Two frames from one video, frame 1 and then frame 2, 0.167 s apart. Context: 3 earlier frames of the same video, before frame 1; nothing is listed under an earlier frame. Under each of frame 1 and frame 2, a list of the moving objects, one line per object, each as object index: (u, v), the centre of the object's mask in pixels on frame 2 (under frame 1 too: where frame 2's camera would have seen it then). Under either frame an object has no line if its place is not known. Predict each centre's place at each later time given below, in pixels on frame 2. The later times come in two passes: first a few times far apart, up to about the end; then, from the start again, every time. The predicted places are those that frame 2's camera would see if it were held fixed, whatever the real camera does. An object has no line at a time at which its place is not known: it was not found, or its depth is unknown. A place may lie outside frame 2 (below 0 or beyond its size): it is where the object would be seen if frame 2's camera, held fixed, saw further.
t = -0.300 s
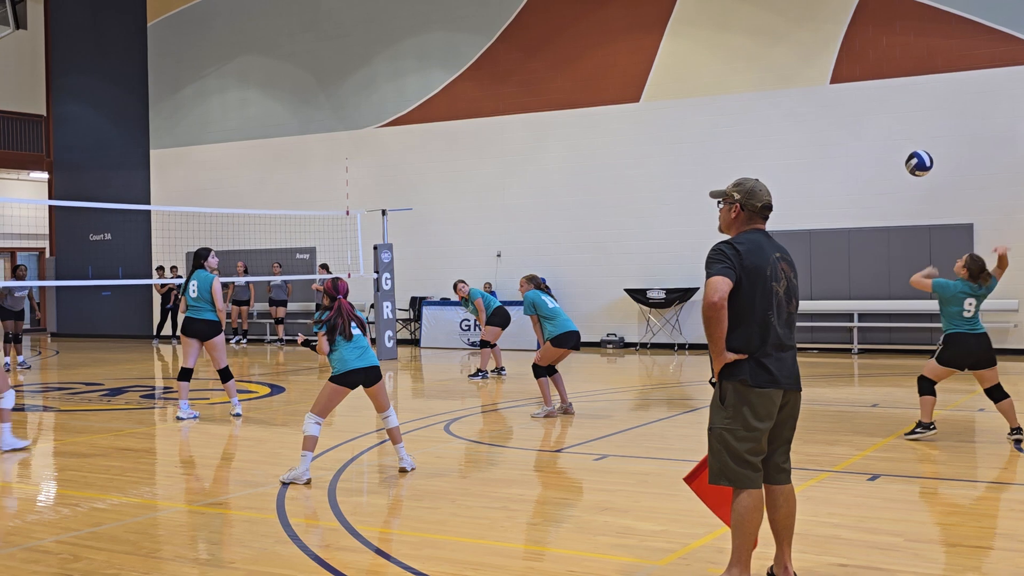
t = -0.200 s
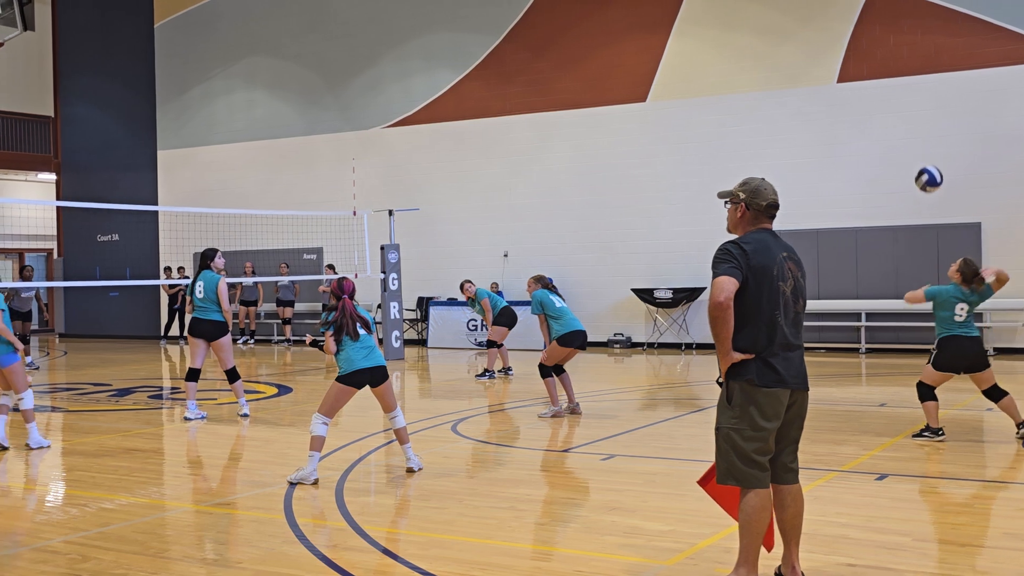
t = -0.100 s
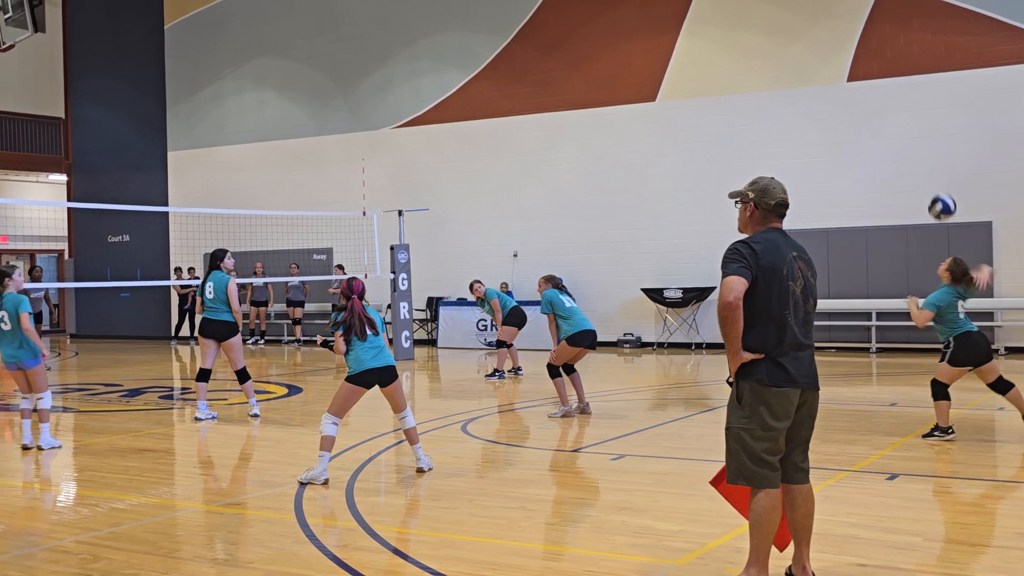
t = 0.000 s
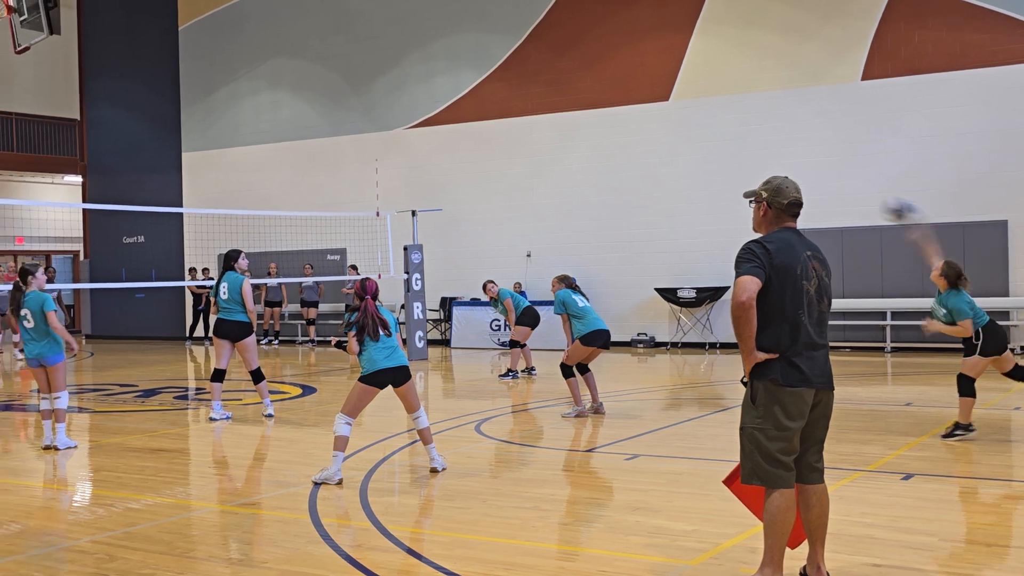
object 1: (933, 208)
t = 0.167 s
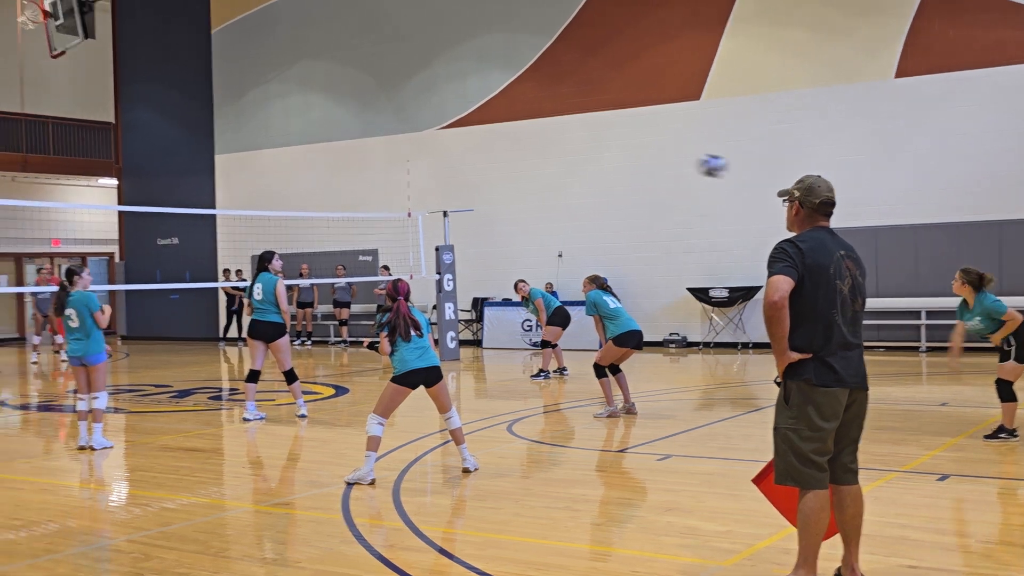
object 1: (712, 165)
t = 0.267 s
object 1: (602, 155)
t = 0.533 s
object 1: (365, 172)
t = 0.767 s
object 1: (204, 225)
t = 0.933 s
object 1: (152, 267)
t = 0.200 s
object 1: (675, 161)
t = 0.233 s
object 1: (637, 157)
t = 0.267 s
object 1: (602, 155)
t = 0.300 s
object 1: (568, 154)
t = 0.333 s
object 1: (535, 154)
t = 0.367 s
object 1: (506, 155)
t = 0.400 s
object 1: (475, 157)
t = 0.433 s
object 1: (445, 159)
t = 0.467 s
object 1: (418, 162)
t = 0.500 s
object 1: (391, 167)
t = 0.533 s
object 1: (365, 172)
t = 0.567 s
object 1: (339, 177)
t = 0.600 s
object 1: (315, 184)
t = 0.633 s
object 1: (292, 191)
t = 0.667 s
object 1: (268, 199)
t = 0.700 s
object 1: (246, 207)
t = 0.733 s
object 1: (224, 216)
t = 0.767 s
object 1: (204, 225)
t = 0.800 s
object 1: (182, 235)
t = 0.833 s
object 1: (162, 246)
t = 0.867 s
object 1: (149, 255)
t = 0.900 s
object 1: (149, 263)
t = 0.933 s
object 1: (152, 267)
